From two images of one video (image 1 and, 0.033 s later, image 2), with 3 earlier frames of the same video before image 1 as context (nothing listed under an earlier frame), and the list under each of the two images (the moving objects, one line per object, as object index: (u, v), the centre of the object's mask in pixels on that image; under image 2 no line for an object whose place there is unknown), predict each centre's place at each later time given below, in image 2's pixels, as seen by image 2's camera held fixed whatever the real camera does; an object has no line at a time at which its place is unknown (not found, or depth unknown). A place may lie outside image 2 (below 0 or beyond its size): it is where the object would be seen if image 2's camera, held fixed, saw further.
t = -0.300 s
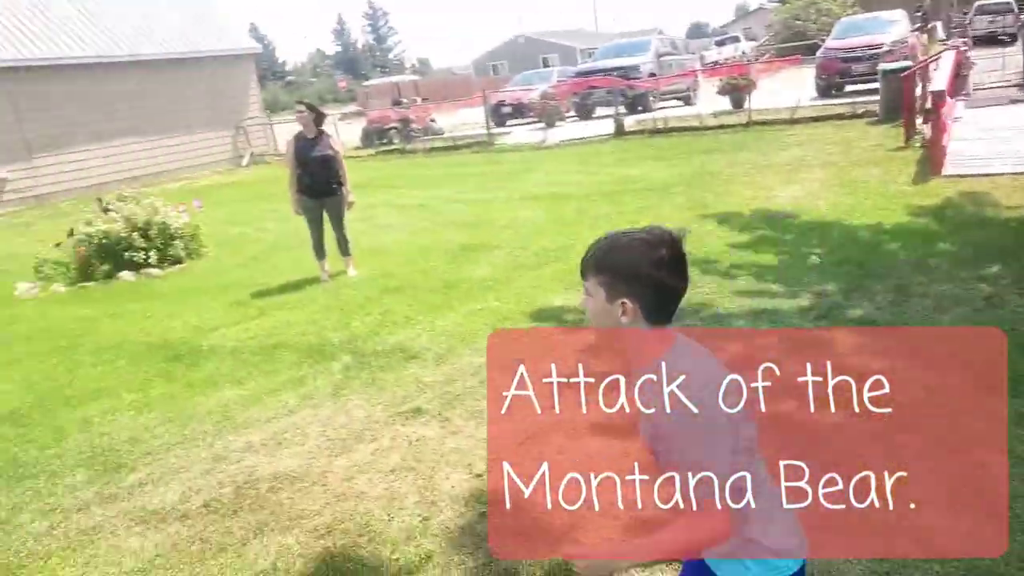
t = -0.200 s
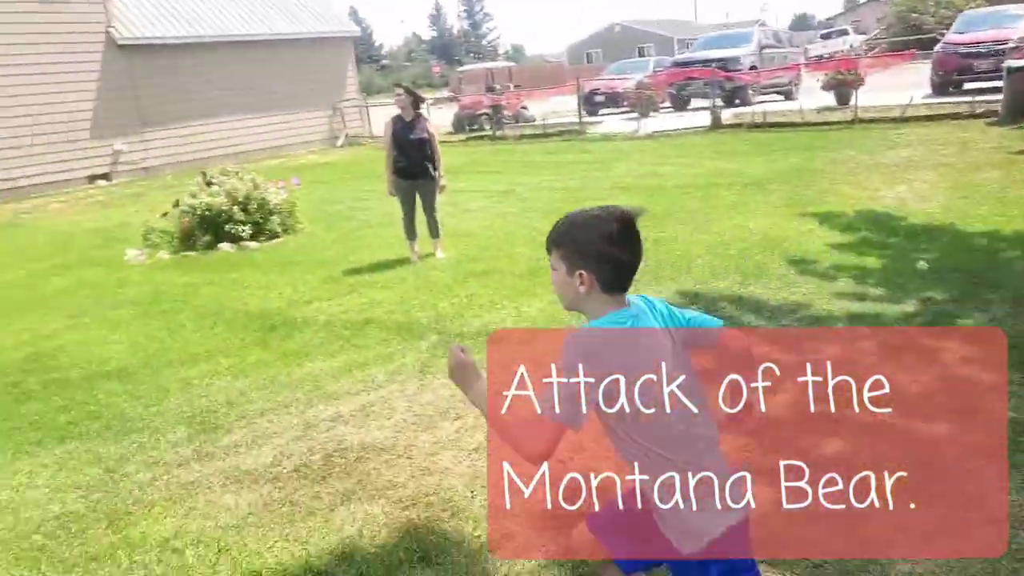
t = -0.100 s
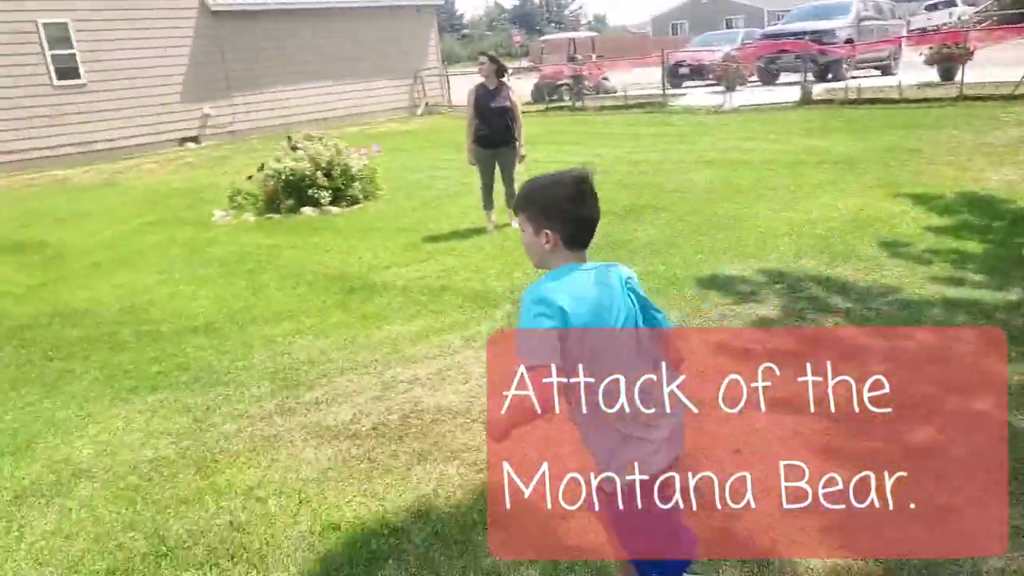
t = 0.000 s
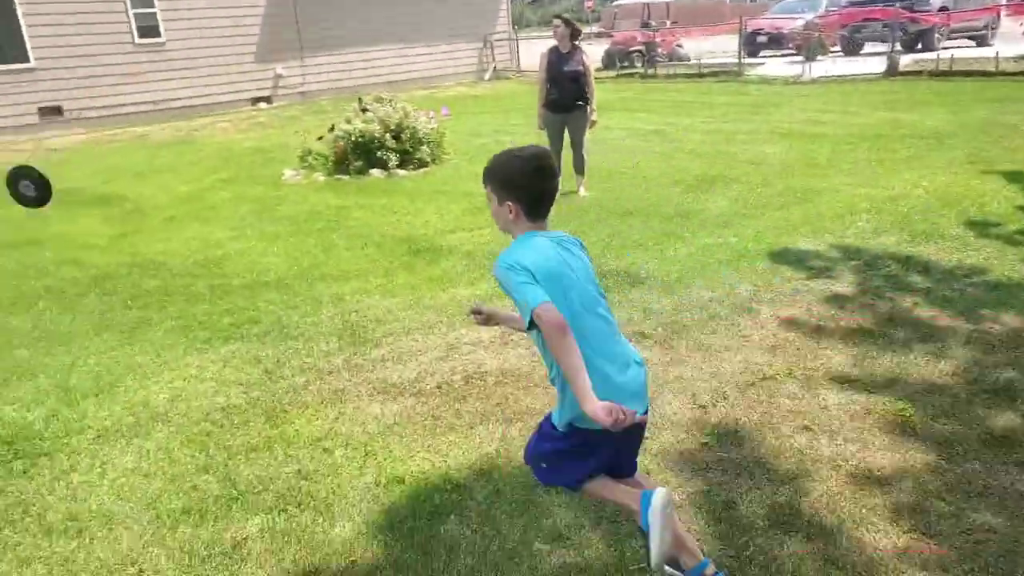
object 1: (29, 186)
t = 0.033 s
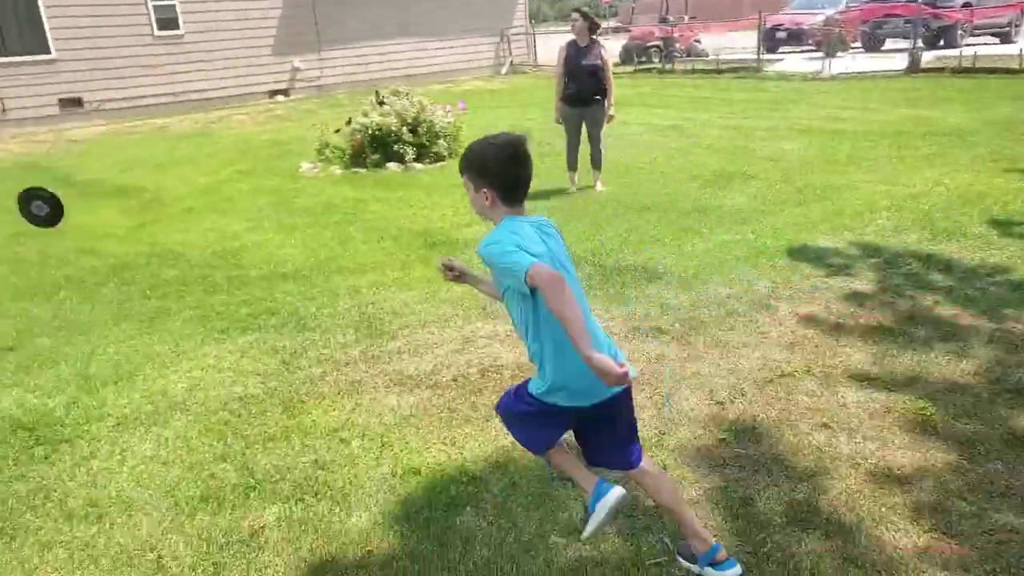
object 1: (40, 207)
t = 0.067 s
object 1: (31, 239)
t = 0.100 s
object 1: (21, 272)
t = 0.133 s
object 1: (11, 306)
